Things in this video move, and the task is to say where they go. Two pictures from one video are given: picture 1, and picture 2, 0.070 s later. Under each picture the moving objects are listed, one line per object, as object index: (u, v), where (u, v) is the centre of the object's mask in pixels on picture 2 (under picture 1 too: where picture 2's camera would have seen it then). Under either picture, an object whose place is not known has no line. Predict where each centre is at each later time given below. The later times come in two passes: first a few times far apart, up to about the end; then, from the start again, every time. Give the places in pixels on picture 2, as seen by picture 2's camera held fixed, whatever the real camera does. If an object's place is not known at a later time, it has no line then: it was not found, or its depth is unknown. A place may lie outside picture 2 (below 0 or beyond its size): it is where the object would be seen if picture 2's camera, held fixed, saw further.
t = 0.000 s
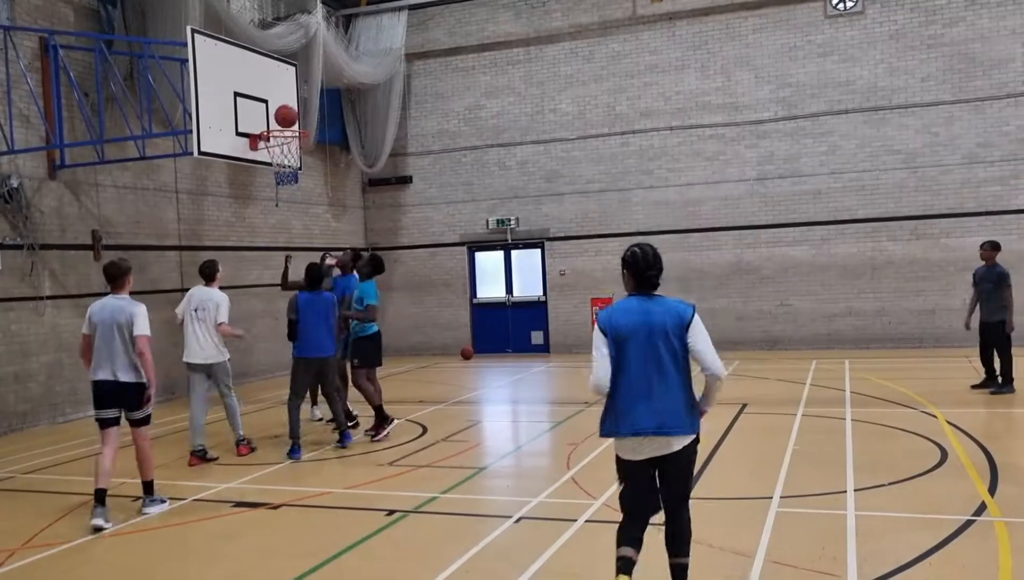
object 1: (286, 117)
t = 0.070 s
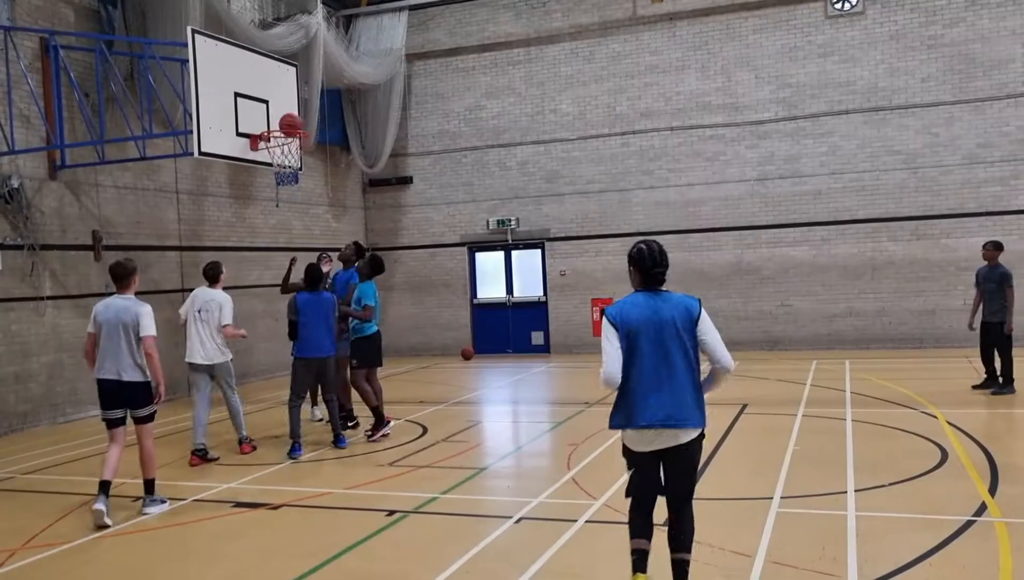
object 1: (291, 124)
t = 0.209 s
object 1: (281, 147)
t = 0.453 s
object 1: (271, 172)
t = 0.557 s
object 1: (272, 200)
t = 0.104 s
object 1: (292, 130)
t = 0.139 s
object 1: (289, 135)
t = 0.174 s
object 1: (285, 141)
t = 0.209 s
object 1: (281, 147)
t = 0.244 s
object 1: (278, 154)
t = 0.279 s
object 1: (275, 158)
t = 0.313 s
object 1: (274, 161)
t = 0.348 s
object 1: (273, 163)
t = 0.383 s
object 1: (272, 165)
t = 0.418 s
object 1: (272, 168)
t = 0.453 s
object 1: (271, 172)
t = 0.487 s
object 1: (272, 177)
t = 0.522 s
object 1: (272, 191)
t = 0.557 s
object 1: (272, 200)
